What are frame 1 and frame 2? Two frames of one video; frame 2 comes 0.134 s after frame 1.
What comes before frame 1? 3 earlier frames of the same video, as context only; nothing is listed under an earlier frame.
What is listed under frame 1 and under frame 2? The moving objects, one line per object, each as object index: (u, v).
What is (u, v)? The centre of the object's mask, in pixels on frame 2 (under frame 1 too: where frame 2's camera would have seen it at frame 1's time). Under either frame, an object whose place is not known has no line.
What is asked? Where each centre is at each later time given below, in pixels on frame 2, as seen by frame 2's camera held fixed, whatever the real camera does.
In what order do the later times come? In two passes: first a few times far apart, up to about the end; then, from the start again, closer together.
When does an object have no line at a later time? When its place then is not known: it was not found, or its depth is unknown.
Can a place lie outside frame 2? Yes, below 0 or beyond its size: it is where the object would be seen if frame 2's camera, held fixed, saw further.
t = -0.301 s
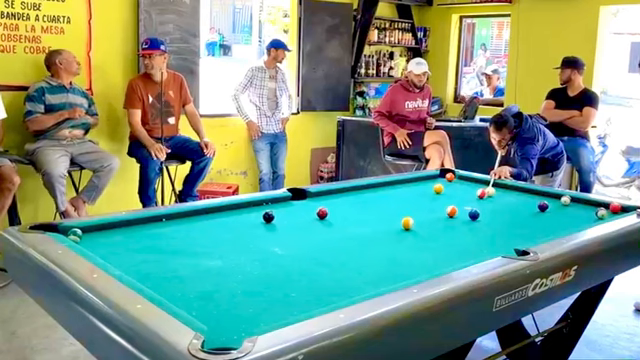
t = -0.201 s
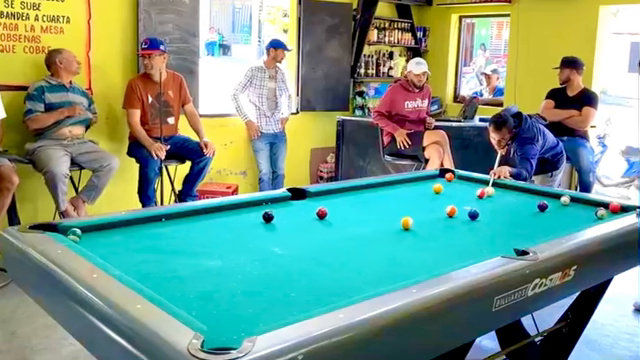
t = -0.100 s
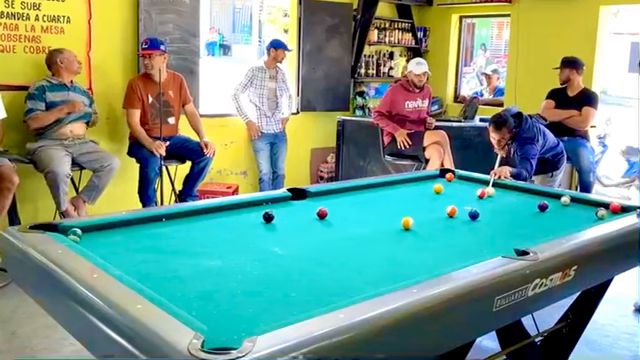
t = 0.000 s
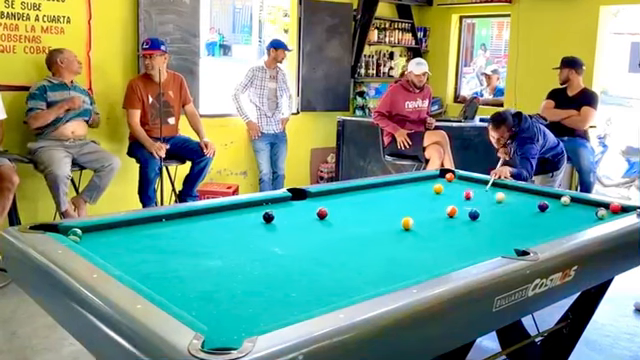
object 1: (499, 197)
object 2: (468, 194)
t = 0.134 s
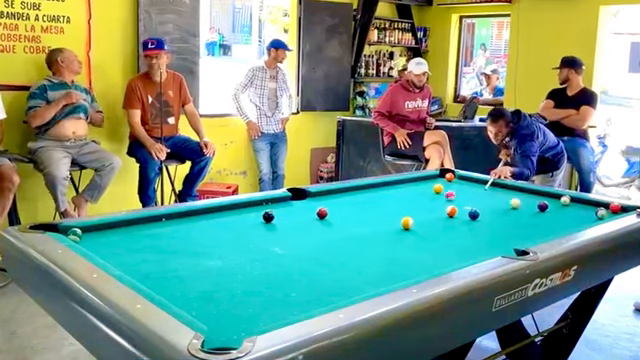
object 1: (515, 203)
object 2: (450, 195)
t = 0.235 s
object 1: (527, 208)
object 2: (436, 197)
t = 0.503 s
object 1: (562, 222)
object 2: (400, 199)
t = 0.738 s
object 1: (541, 225)
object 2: (368, 201)
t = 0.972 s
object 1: (498, 221)
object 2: (335, 204)
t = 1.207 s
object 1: (456, 218)
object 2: (301, 205)
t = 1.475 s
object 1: (411, 213)
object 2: (262, 208)
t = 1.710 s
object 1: (373, 212)
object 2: (227, 211)
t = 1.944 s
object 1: (338, 209)
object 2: (191, 213)
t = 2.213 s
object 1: (299, 206)
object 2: (160, 218)
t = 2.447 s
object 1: (267, 203)
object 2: (136, 223)
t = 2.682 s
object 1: (253, 205)
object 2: (112, 229)
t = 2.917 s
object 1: (252, 208)
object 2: (90, 234)
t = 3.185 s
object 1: (251, 212)
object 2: (85, 238)
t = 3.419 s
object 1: (250, 215)
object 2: (81, 240)
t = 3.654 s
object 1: (250, 219)
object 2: (85, 241)
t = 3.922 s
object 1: (250, 223)
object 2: (89, 242)
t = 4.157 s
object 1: (249, 225)
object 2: (91, 243)
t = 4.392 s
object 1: (249, 228)
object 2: (93, 244)
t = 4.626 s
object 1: (248, 230)
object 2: (93, 244)
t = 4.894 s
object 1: (248, 233)
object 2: (94, 244)
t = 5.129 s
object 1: (247, 235)
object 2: (93, 244)
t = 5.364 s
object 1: (247, 236)
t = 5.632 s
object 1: (247, 237)
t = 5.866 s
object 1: (247, 238)
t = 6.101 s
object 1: (247, 238)
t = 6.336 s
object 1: (246, 238)
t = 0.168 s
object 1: (519, 204)
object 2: (445, 196)
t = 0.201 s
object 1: (522, 206)
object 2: (441, 196)
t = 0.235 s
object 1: (527, 208)
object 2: (436, 197)
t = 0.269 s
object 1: (531, 210)
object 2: (432, 197)
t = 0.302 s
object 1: (535, 211)
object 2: (427, 197)
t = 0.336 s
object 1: (539, 213)
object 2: (423, 197)
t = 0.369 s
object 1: (544, 215)
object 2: (418, 197)
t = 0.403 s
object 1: (548, 217)
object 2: (414, 198)
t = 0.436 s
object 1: (553, 219)
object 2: (409, 198)
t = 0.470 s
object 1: (557, 221)
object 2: (405, 198)
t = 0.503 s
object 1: (562, 222)
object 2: (400, 199)
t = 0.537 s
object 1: (567, 224)
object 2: (396, 199)
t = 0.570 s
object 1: (571, 225)
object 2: (391, 199)
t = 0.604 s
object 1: (567, 225)
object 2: (386, 200)
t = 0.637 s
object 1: (560, 226)
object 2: (382, 200)
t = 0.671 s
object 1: (554, 226)
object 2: (377, 201)
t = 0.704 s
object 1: (547, 225)
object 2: (373, 201)
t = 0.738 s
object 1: (541, 225)
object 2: (368, 201)
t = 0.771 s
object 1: (534, 224)
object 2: (363, 201)
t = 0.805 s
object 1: (529, 223)
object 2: (359, 202)
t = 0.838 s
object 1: (522, 223)
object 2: (354, 202)
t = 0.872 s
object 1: (516, 222)
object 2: (349, 202)
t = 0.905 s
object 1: (510, 222)
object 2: (345, 203)
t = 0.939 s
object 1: (504, 222)
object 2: (340, 203)
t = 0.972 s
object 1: (498, 221)
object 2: (335, 204)
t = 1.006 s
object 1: (492, 221)
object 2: (331, 203)
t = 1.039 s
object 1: (486, 220)
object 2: (326, 203)
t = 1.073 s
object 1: (479, 220)
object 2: (321, 203)
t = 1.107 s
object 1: (473, 219)
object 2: (316, 204)
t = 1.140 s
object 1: (468, 219)
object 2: (312, 205)
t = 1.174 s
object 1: (462, 219)
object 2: (307, 205)
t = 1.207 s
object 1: (456, 218)
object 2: (301, 205)
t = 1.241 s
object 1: (450, 218)
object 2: (296, 206)
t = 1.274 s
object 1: (444, 218)
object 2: (292, 206)
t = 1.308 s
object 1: (439, 217)
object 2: (288, 206)
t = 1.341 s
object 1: (433, 216)
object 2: (282, 207)
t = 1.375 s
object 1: (427, 216)
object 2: (278, 207)
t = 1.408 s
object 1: (422, 216)
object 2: (272, 206)
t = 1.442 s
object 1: (416, 215)
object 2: (267, 206)
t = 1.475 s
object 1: (411, 213)
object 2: (262, 208)
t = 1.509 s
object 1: (405, 212)
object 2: (257, 208)
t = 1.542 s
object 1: (399, 213)
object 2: (252, 209)
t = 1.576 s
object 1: (394, 213)
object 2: (247, 209)
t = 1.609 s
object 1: (389, 213)
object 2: (243, 210)
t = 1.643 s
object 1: (384, 213)
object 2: (237, 210)
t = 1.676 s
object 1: (378, 212)
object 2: (232, 210)
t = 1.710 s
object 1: (373, 212)
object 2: (227, 211)
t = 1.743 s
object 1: (368, 211)
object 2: (222, 211)
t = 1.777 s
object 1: (363, 211)
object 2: (217, 211)
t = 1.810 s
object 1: (358, 211)
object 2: (211, 212)
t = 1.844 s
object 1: (353, 210)
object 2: (206, 212)
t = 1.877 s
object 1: (348, 210)
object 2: (202, 213)
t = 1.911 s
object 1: (343, 210)
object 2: (196, 213)
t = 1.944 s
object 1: (338, 209)
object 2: (191, 213)
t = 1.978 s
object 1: (334, 208)
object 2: (186, 213)
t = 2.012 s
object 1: (329, 208)
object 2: (181, 213)
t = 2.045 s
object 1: (323, 205)
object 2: (176, 214)
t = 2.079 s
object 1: (316, 206)
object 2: (173, 215)
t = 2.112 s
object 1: (313, 207)
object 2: (170, 216)
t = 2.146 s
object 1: (308, 207)
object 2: (167, 216)
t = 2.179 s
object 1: (304, 206)
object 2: (163, 217)
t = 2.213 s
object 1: (299, 206)
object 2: (160, 218)
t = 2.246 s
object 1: (295, 206)
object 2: (157, 219)
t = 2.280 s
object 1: (290, 205)
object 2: (153, 219)
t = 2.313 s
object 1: (285, 205)
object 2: (150, 220)
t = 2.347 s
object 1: (281, 205)
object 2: (146, 221)
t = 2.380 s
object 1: (276, 204)
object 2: (143, 222)
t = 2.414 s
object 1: (272, 204)
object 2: (140, 222)
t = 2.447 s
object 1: (267, 203)
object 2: (136, 223)
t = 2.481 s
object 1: (262, 203)
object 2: (133, 224)
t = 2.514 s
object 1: (258, 203)
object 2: (130, 225)
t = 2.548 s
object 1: (253, 203)
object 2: (126, 226)
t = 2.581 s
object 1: (253, 203)
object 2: (123, 226)
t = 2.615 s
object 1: (253, 204)
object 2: (119, 227)
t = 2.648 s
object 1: (253, 204)
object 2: (115, 228)
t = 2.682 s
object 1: (253, 205)
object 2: (112, 229)
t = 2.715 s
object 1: (252, 205)
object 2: (109, 229)
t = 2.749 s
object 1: (252, 205)
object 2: (105, 230)
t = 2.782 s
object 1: (252, 206)
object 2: (102, 231)
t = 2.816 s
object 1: (252, 207)
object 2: (98, 231)
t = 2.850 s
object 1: (252, 207)
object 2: (94, 232)
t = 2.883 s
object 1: (252, 207)
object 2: (91, 233)
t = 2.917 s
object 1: (252, 208)
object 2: (90, 234)
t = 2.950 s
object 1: (252, 208)
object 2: (89, 235)
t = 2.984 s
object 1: (252, 209)
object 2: (88, 235)
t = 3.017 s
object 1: (252, 210)
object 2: (88, 235)
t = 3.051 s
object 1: (252, 210)
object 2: (87, 236)
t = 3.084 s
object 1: (251, 211)
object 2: (86, 237)
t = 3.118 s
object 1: (251, 211)
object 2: (86, 237)
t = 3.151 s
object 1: (251, 212)
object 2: (85, 238)
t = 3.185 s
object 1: (251, 212)
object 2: (85, 238)
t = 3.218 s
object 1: (251, 213)
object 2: (84, 239)
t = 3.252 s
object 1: (251, 213)
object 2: (84, 238)
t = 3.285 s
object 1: (251, 214)
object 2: (83, 239)
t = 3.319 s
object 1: (251, 214)
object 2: (83, 238)
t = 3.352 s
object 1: (251, 215)
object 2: (82, 239)
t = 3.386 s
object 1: (251, 215)
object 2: (82, 239)
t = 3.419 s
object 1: (250, 215)
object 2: (81, 240)
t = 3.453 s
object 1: (251, 216)
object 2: (82, 240)
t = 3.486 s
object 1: (251, 217)
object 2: (82, 240)
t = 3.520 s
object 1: (250, 217)
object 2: (83, 241)
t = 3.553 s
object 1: (250, 218)
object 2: (84, 241)
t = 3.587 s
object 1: (250, 218)
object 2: (84, 241)
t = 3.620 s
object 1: (250, 218)
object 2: (84, 241)
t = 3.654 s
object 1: (250, 219)
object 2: (85, 241)
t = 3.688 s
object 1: (250, 219)
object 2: (86, 241)
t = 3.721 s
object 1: (250, 220)
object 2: (86, 241)
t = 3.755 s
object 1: (250, 220)
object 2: (87, 242)
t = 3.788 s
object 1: (250, 221)
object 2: (88, 242)
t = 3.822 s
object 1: (250, 221)
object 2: (88, 242)
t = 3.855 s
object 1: (250, 222)
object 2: (88, 242)
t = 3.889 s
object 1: (250, 223)
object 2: (89, 242)
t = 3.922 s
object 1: (250, 223)
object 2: (89, 242)
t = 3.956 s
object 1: (250, 223)
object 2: (90, 242)
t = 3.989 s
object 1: (250, 224)
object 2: (90, 243)
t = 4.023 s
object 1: (250, 224)
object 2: (90, 243)
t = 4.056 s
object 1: (250, 225)
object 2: (91, 243)
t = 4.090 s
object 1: (249, 225)
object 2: (91, 243)
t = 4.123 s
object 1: (249, 225)
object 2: (91, 243)
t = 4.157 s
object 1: (249, 225)
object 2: (91, 243)
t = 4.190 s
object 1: (249, 226)
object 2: (92, 243)
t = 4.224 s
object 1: (249, 226)
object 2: (92, 243)
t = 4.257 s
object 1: (249, 227)
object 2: (92, 243)
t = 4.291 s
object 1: (249, 227)
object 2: (92, 243)
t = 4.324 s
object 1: (249, 227)
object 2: (93, 243)
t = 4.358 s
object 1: (249, 228)
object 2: (93, 244)
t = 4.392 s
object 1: (249, 228)
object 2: (93, 244)
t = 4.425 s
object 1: (249, 229)
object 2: (93, 244)
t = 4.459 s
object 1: (249, 229)
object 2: (93, 244)
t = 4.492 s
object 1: (249, 229)
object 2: (93, 244)
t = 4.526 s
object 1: (249, 230)
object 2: (94, 244)
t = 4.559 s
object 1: (249, 230)
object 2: (94, 244)
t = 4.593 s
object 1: (248, 230)
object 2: (94, 244)
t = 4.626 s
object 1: (248, 230)
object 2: (93, 244)
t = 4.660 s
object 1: (248, 231)
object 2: (93, 244)
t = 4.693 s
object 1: (248, 231)
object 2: (94, 244)
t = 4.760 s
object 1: (248, 232)
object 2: (94, 244)
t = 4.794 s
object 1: (248, 232)
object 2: (94, 244)
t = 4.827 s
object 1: (248, 232)
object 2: (94, 244)
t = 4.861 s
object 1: (248, 232)
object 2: (94, 244)
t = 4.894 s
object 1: (248, 233)
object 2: (94, 244)
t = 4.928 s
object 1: (248, 233)
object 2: (94, 244)
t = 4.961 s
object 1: (247, 233)
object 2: (94, 244)
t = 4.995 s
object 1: (248, 234)
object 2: (94, 244)
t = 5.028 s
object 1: (248, 234)
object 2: (93, 244)
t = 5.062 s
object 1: (247, 234)
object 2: (93, 244)
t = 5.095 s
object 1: (247, 235)
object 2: (94, 244)
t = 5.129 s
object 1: (247, 235)
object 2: (93, 244)
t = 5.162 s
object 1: (247, 235)
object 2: (94, 244)
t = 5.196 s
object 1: (247, 235)
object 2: (93, 244)
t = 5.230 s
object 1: (247, 236)
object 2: (93, 244)
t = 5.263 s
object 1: (247, 236)
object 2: (94, 244)
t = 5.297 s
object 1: (247, 236)
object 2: (94, 244)
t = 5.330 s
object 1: (247, 236)
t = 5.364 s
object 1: (247, 236)
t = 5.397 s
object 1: (247, 236)
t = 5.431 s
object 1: (247, 236)
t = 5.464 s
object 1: (247, 237)
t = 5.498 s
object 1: (247, 237)
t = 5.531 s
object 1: (247, 237)
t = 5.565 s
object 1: (247, 237)
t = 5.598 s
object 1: (246, 237)
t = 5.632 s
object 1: (247, 237)
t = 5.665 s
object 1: (247, 238)
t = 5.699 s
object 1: (247, 238)
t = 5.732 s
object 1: (247, 238)
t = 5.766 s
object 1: (247, 238)
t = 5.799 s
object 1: (247, 238)
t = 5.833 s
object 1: (247, 238)
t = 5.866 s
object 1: (247, 238)
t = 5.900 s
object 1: (247, 238)
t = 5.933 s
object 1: (246, 238)
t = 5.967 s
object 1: (247, 238)
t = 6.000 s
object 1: (247, 238)
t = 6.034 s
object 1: (247, 238)
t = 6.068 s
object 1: (247, 238)
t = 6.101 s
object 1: (247, 238)
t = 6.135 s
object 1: (247, 238)
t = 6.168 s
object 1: (247, 238)
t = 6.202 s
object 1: (247, 238)
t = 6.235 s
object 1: (247, 238)
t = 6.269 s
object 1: (247, 238)
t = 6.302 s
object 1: (247, 238)
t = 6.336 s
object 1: (246, 238)
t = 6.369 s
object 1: (247, 238)
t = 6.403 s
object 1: (247, 238)
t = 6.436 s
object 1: (246, 238)
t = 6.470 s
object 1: (247, 238)
